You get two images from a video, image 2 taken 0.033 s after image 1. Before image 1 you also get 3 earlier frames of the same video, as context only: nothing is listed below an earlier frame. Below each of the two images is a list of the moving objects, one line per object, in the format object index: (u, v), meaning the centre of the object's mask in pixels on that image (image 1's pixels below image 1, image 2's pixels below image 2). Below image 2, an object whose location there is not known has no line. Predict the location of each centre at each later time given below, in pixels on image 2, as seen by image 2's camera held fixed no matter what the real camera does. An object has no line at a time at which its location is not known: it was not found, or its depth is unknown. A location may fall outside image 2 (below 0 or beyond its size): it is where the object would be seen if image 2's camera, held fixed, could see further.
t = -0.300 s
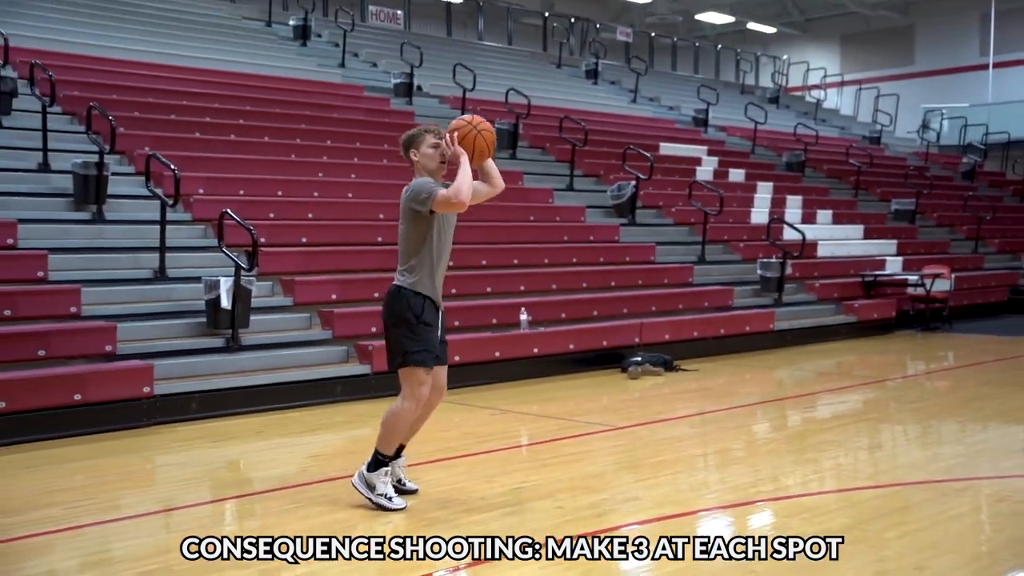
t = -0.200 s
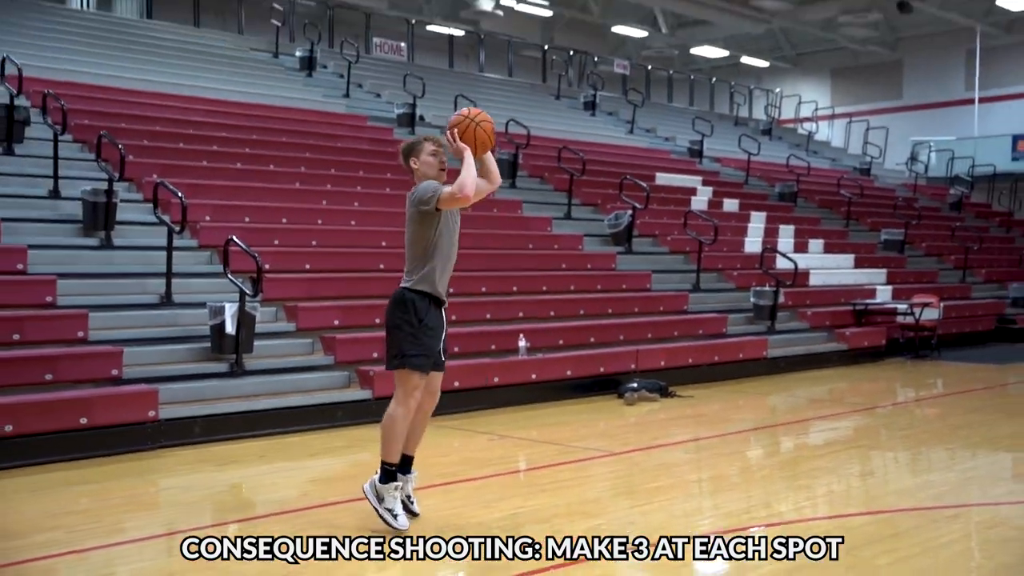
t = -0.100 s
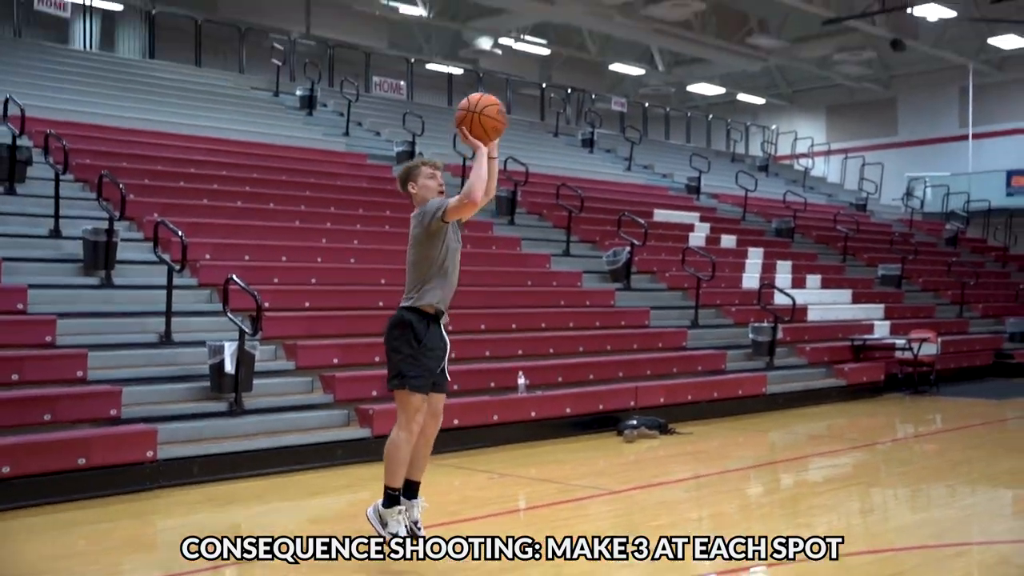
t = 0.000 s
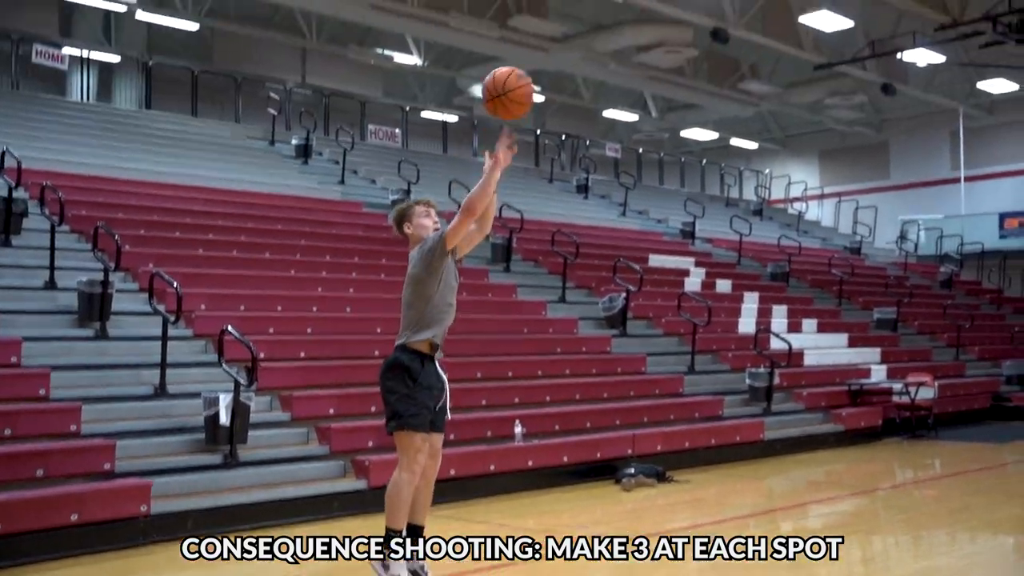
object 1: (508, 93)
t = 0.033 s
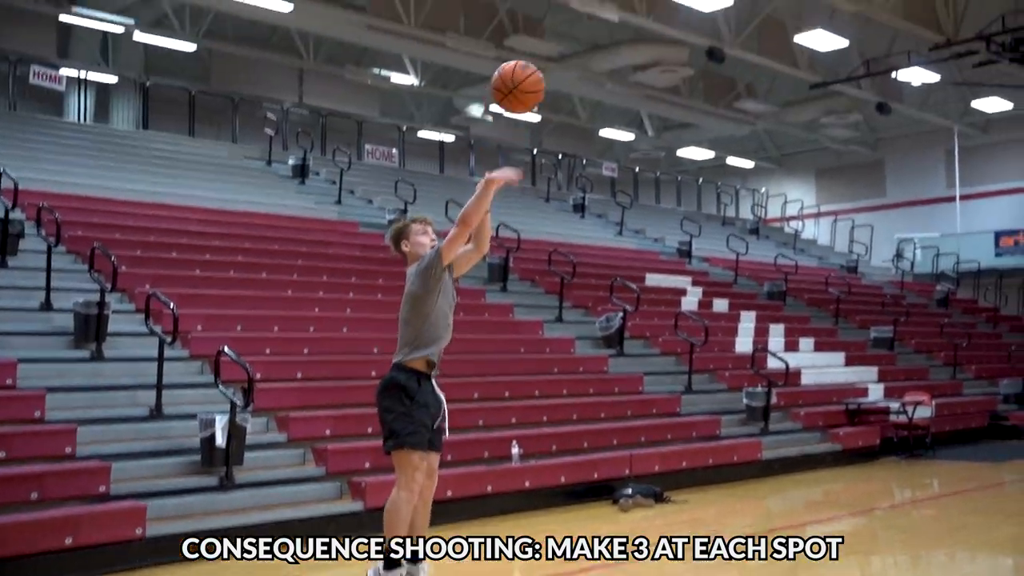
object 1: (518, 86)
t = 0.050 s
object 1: (525, 71)
